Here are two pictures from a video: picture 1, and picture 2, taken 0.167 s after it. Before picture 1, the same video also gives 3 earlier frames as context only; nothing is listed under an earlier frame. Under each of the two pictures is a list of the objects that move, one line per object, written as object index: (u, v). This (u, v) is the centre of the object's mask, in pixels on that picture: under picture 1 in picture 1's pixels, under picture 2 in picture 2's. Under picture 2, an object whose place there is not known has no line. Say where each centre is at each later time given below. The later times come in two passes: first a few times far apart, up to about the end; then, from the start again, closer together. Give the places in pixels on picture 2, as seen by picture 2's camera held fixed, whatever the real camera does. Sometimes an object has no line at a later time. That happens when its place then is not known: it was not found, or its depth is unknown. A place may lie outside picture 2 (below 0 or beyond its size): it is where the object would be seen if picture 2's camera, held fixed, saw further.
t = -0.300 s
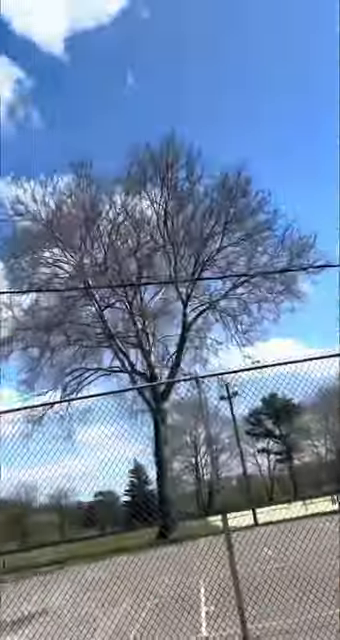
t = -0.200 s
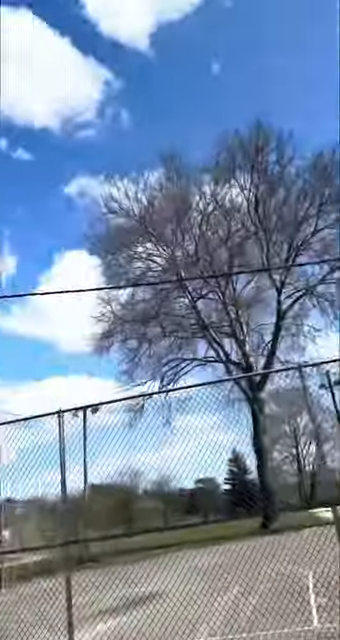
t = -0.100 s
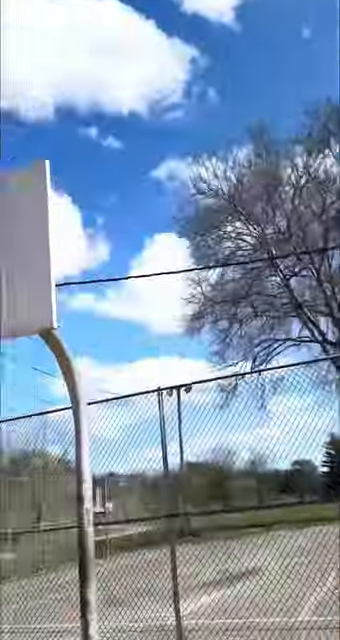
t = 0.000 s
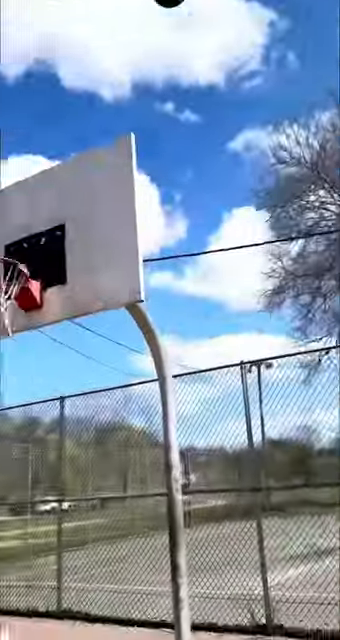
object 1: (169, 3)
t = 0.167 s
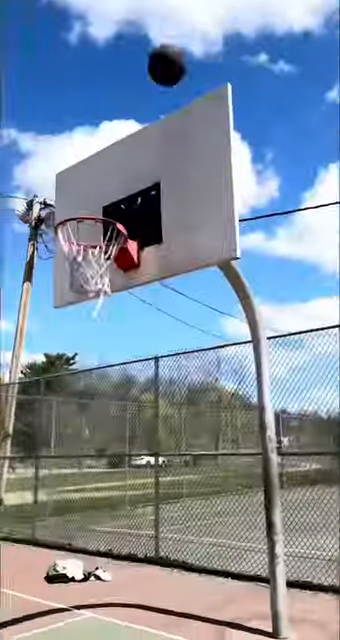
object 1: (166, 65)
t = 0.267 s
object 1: (111, 158)
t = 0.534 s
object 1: (107, 333)
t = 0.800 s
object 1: (156, 555)
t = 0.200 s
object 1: (147, 95)
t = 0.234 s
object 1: (129, 126)
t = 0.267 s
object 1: (111, 158)
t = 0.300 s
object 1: (95, 192)
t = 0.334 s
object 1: (78, 212)
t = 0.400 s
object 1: (78, 268)
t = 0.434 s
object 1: (87, 288)
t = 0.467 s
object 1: (95, 299)
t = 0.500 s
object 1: (101, 314)
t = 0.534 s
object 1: (107, 333)
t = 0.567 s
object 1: (113, 353)
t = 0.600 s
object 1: (119, 375)
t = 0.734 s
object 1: (143, 484)
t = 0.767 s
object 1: (150, 519)
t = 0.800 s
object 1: (156, 555)
